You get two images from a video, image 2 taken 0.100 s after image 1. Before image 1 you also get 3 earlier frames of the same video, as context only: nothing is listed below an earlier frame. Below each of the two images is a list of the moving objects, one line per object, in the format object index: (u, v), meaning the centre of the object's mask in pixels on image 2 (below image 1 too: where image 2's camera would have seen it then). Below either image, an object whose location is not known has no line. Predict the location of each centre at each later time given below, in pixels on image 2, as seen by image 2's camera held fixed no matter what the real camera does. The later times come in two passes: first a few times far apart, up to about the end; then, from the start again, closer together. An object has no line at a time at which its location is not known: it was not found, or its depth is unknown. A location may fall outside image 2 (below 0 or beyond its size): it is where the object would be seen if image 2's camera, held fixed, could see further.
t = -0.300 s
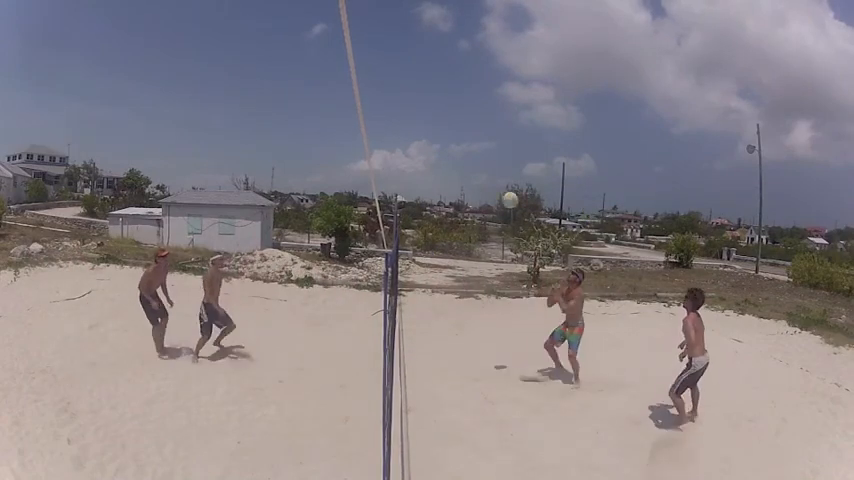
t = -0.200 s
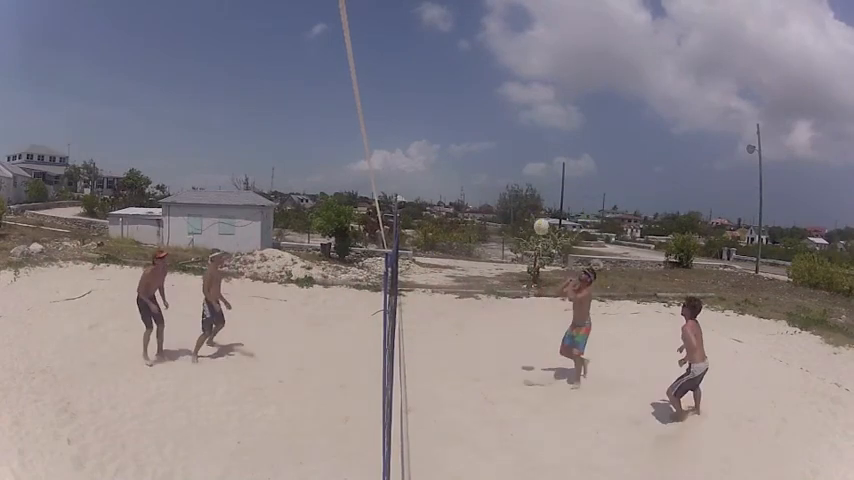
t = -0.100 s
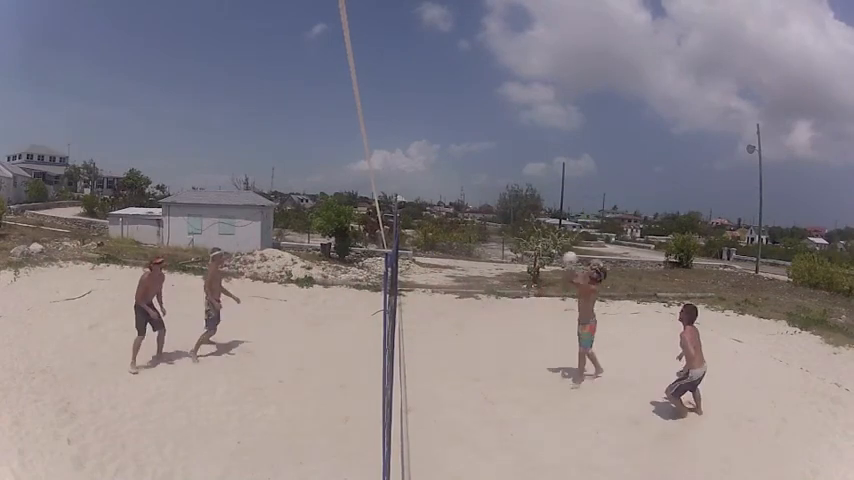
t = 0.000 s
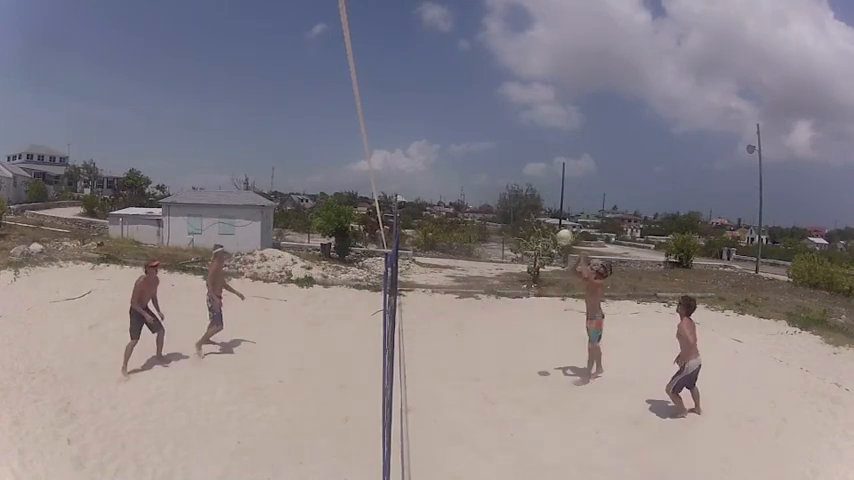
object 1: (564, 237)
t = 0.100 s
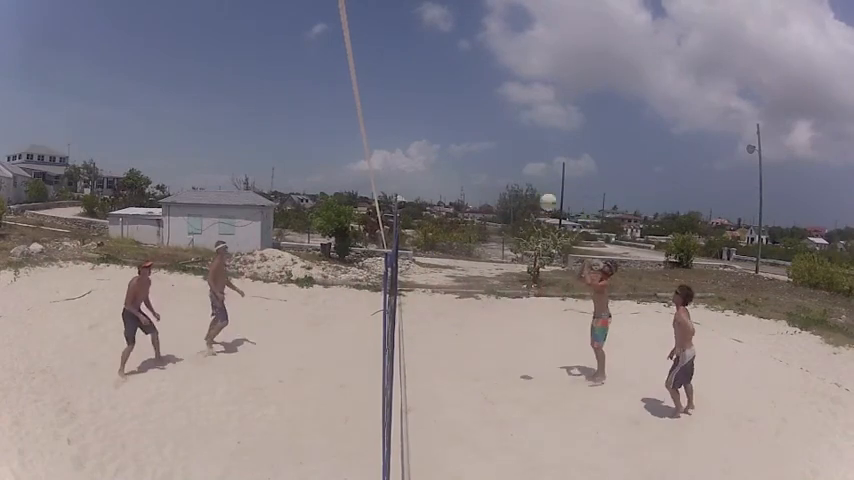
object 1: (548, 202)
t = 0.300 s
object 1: (504, 143)
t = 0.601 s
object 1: (407, 106)
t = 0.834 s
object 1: (298, 149)
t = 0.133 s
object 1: (542, 191)
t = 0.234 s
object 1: (520, 159)
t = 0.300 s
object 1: (504, 143)
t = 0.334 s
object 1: (494, 134)
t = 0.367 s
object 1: (485, 128)
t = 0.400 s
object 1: (475, 121)
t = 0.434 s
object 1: (465, 117)
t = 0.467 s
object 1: (455, 112)
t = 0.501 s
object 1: (444, 109)
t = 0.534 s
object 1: (433, 107)
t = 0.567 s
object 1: (420, 106)
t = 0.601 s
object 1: (407, 106)
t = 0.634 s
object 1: (394, 107)
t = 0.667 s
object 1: (380, 110)
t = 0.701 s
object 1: (365, 114)
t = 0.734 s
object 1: (347, 120)
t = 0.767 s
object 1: (333, 127)
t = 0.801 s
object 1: (316, 138)
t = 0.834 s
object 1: (298, 149)
